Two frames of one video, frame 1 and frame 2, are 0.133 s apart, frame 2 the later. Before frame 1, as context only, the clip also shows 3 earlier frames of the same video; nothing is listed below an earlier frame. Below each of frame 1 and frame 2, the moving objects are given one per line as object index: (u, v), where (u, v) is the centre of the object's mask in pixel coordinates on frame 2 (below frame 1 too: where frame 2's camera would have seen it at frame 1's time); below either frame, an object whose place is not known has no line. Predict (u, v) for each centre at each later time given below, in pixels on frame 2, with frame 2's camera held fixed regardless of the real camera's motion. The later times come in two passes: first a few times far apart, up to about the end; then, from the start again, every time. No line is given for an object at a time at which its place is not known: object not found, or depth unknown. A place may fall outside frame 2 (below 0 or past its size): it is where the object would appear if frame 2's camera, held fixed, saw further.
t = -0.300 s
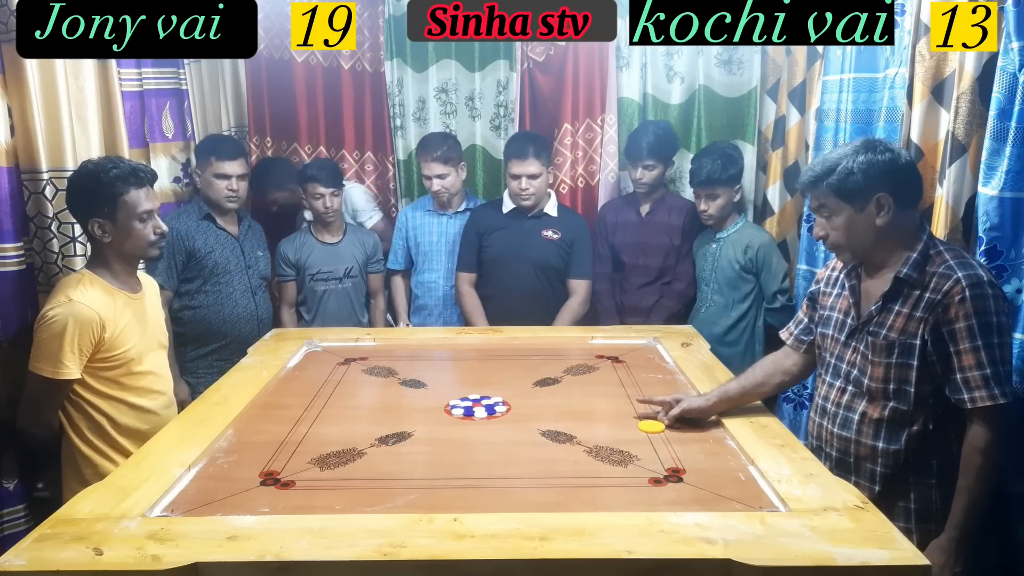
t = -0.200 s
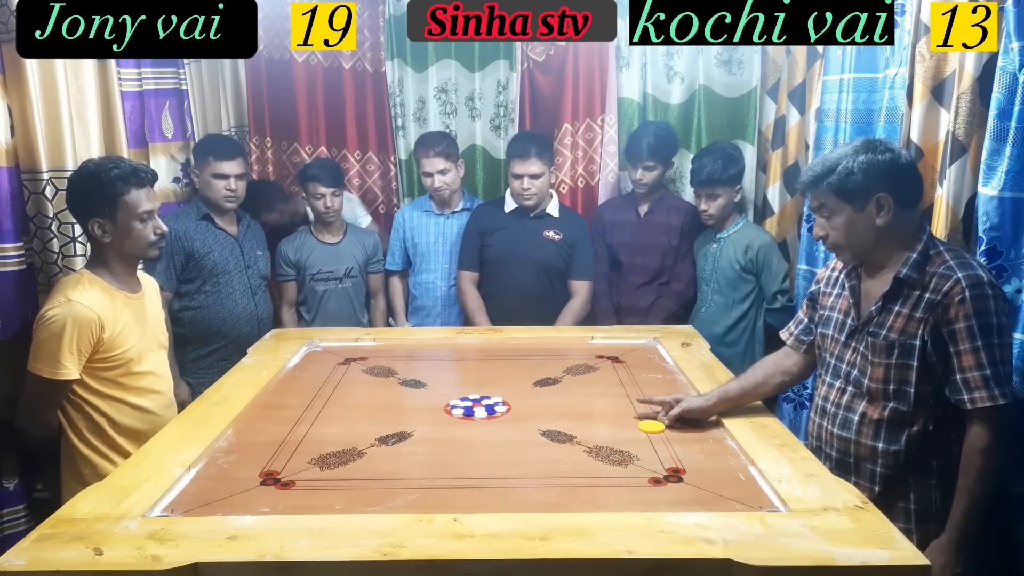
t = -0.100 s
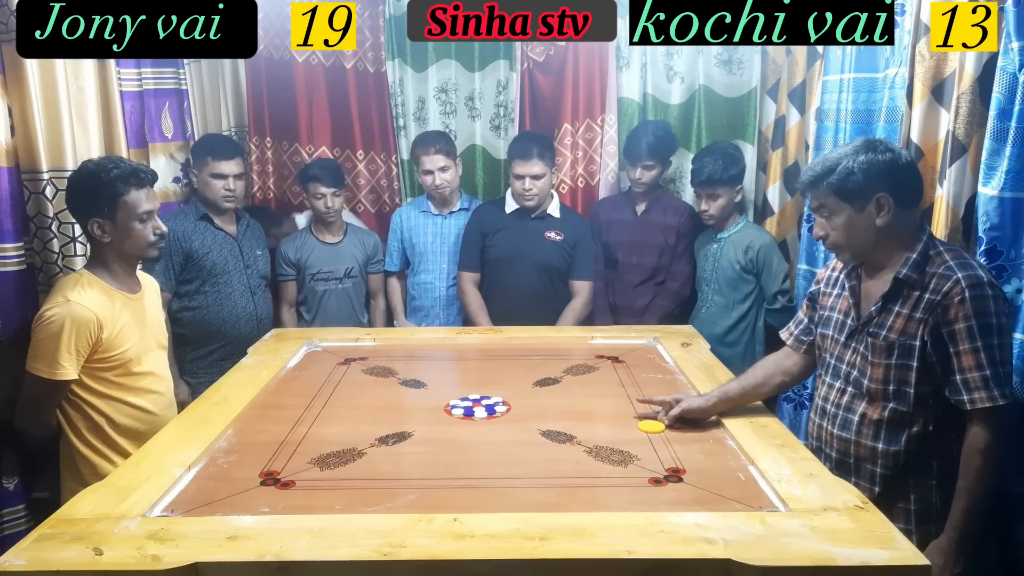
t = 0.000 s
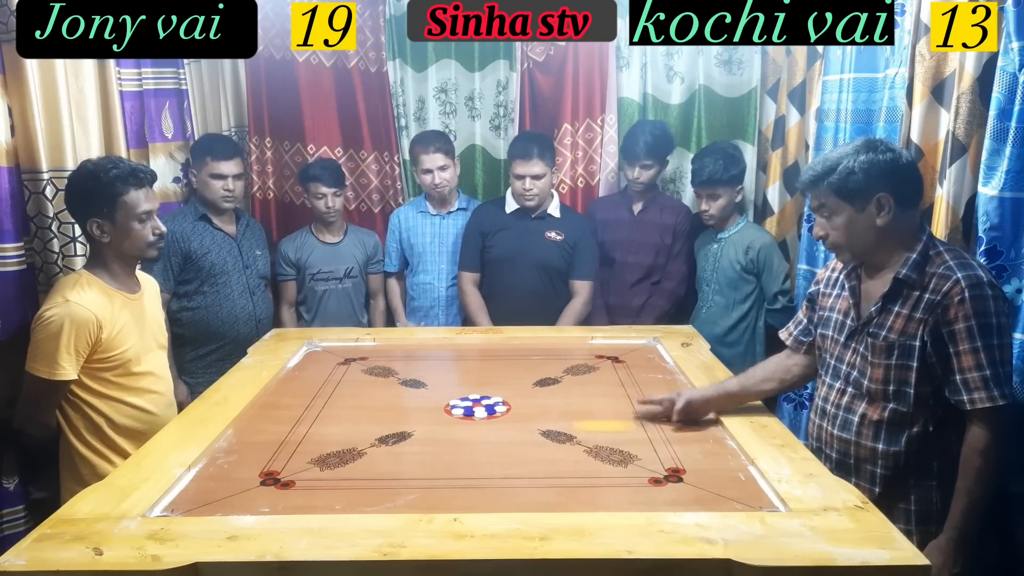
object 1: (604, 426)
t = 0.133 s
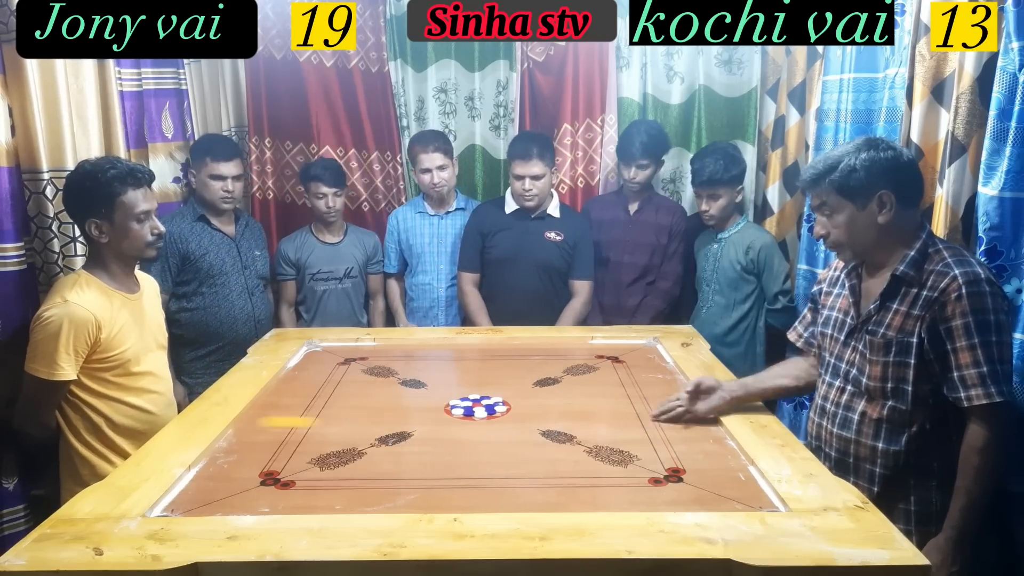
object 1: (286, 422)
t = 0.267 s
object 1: (419, 410)
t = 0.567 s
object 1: (458, 421)
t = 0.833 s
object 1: (467, 426)
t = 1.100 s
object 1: (468, 426)
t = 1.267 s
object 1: (468, 426)
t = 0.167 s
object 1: (276, 420)
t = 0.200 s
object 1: (326, 417)
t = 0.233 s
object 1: (373, 414)
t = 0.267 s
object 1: (419, 410)
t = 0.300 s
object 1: (440, 410)
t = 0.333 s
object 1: (443, 412)
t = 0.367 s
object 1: (445, 413)
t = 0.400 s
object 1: (447, 415)
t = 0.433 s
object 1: (450, 416)
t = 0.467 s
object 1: (451, 417)
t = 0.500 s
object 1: (454, 419)
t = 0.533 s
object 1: (456, 420)
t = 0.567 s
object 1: (458, 421)
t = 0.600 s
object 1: (459, 421)
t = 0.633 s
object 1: (461, 422)
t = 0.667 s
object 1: (463, 423)
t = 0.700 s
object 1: (464, 424)
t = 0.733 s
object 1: (465, 425)
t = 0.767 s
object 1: (466, 425)
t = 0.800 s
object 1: (467, 425)
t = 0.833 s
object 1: (467, 426)
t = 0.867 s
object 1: (468, 426)
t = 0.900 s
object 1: (468, 426)
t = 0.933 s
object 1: (468, 426)
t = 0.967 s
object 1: (468, 426)
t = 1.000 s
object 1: (468, 426)
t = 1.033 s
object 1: (468, 426)
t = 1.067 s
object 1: (468, 426)
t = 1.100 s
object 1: (468, 426)
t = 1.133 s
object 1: (468, 426)
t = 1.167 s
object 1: (468, 426)
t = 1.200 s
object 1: (468, 426)
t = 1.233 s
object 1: (468, 426)
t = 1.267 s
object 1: (468, 426)
